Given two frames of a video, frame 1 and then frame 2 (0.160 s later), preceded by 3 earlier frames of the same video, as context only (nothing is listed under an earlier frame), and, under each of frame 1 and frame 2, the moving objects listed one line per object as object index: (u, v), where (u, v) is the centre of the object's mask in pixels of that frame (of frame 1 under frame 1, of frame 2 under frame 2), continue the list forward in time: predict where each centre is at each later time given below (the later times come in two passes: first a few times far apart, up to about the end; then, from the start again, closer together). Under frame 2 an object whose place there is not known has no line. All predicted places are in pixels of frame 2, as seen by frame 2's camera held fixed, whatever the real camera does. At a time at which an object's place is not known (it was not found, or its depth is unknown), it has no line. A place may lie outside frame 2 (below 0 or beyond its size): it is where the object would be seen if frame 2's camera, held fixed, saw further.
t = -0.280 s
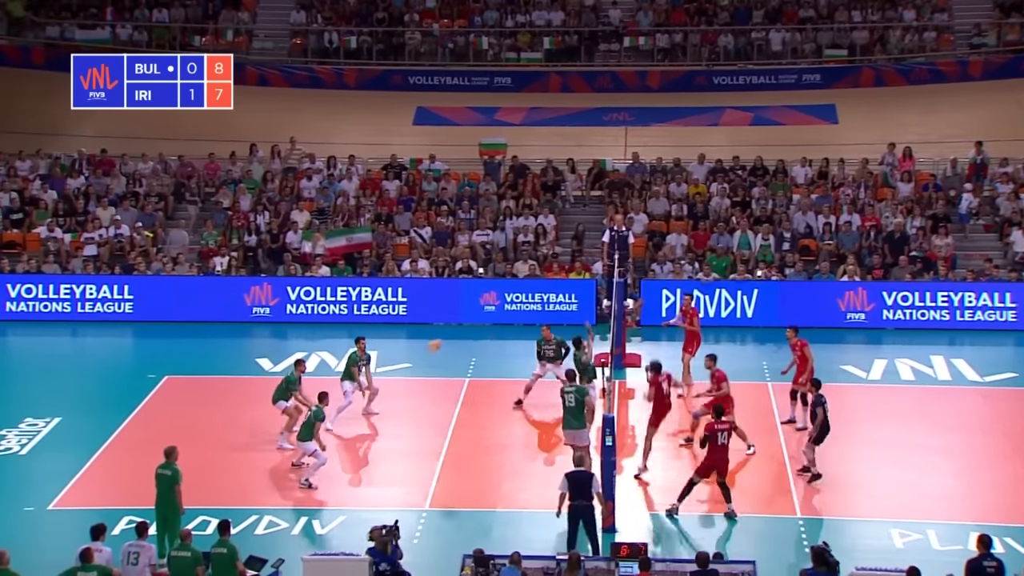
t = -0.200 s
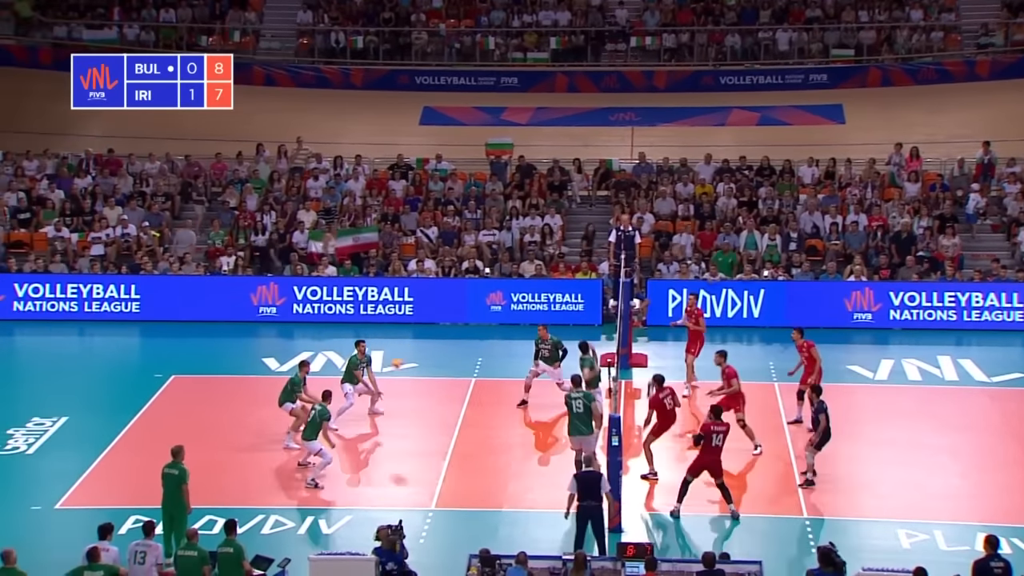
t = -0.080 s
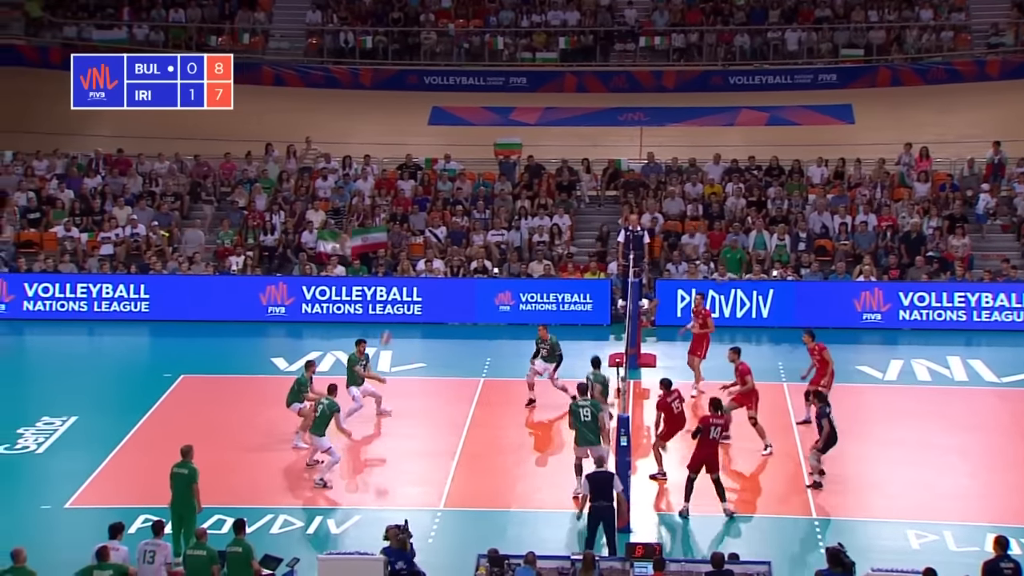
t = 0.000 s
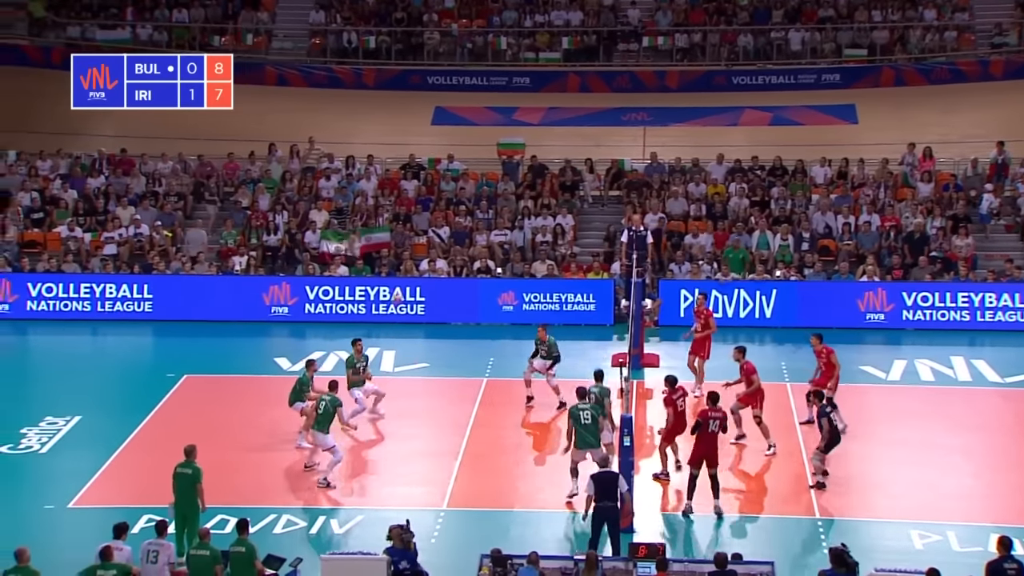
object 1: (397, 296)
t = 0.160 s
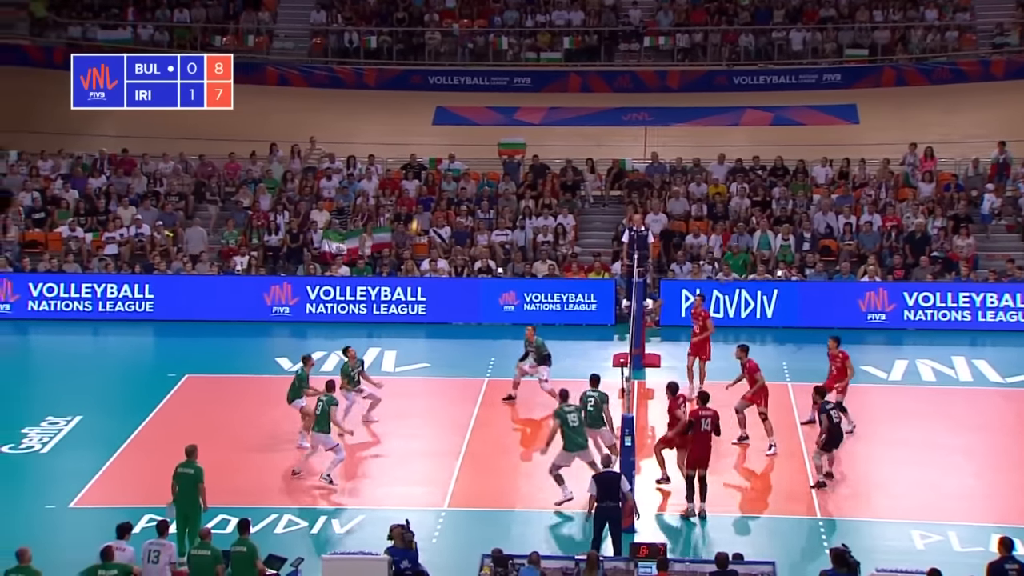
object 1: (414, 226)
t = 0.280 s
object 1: (426, 183)
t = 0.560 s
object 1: (449, 116)
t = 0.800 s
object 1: (467, 92)
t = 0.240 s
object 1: (421, 195)
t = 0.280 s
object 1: (426, 183)
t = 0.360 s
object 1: (432, 161)
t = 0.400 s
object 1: (436, 149)
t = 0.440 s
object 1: (440, 140)
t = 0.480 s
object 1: (441, 130)
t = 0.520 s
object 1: (445, 123)
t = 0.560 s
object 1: (449, 116)
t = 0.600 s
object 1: (452, 109)
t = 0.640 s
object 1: (454, 104)
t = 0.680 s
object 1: (457, 100)
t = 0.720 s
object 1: (461, 97)
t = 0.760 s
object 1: (463, 95)
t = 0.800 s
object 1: (467, 92)
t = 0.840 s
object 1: (470, 92)
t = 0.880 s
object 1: (474, 92)
